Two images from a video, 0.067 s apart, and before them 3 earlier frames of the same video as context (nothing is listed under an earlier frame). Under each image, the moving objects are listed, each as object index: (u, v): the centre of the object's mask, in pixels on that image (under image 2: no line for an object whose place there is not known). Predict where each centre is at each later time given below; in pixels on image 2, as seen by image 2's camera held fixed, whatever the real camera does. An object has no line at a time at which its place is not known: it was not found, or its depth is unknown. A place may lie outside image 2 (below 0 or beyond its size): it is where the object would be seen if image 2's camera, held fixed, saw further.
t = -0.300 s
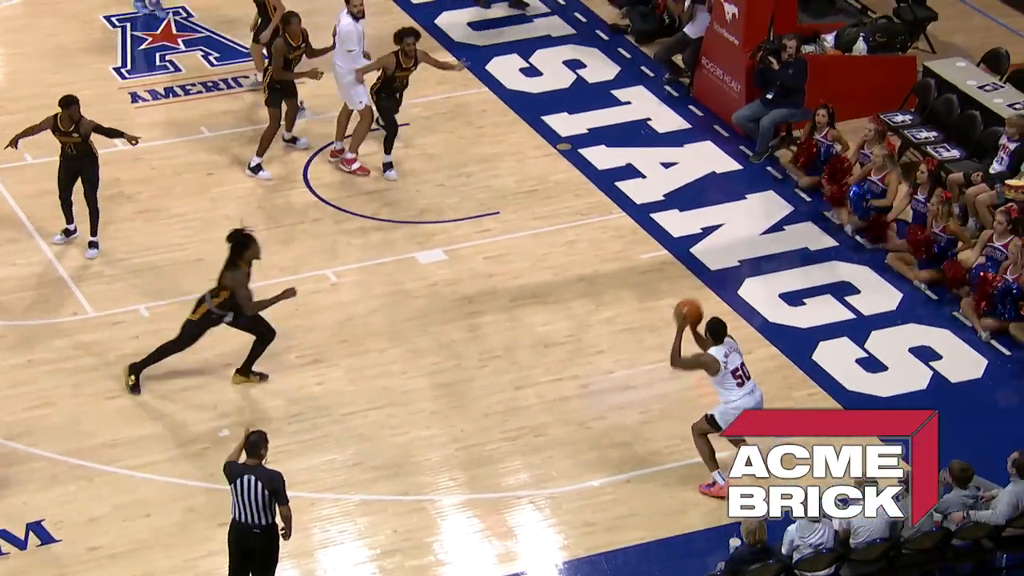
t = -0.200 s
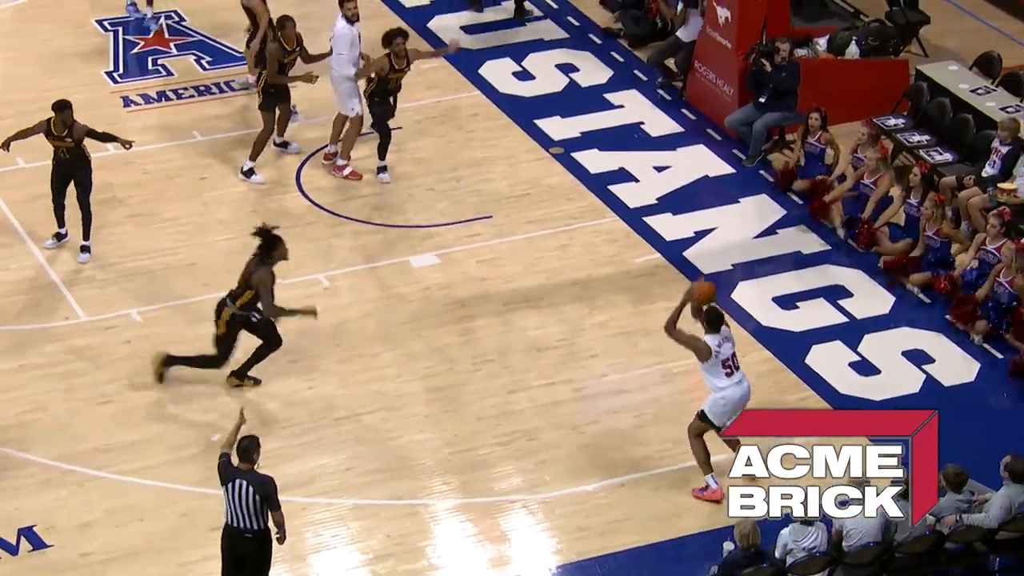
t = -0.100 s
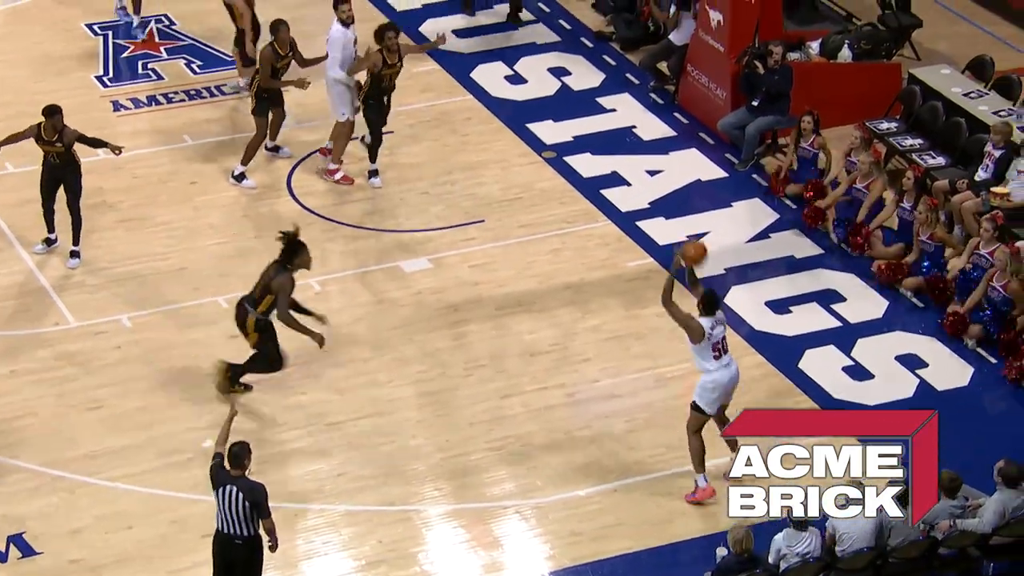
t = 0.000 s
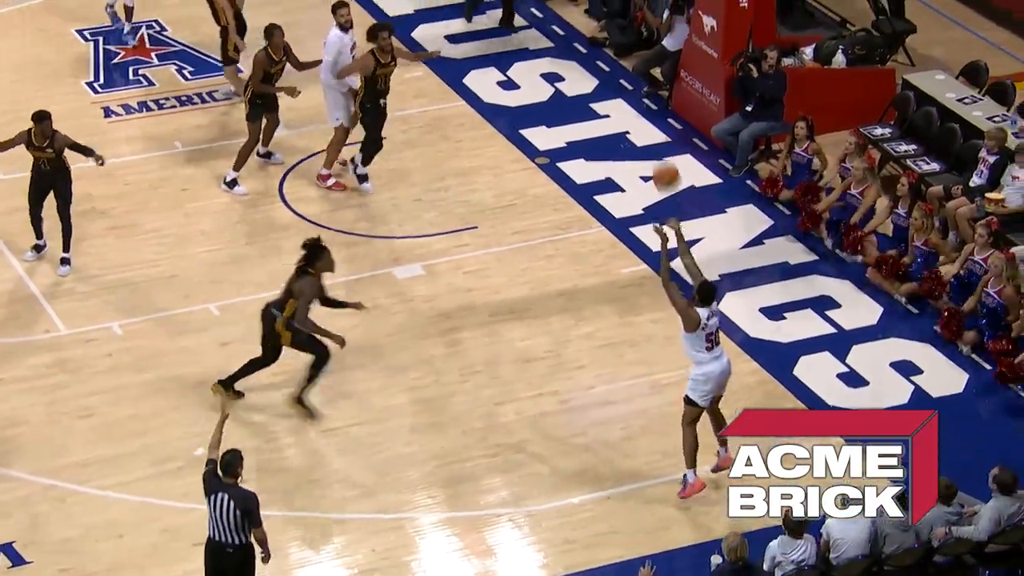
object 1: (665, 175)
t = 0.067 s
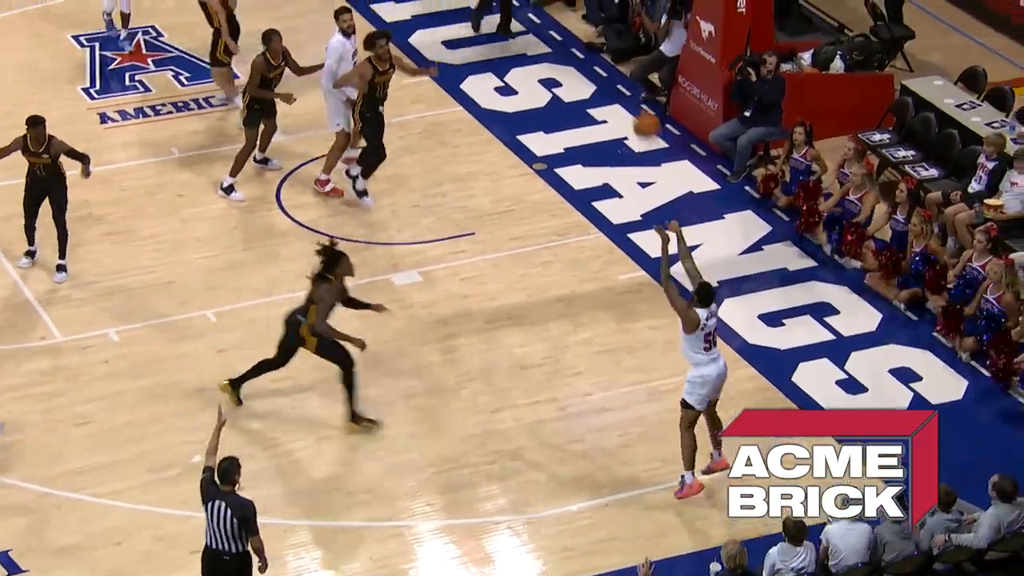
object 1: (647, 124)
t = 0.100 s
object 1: (638, 98)
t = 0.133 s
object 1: (629, 75)
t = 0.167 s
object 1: (622, 50)
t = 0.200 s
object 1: (613, 28)
